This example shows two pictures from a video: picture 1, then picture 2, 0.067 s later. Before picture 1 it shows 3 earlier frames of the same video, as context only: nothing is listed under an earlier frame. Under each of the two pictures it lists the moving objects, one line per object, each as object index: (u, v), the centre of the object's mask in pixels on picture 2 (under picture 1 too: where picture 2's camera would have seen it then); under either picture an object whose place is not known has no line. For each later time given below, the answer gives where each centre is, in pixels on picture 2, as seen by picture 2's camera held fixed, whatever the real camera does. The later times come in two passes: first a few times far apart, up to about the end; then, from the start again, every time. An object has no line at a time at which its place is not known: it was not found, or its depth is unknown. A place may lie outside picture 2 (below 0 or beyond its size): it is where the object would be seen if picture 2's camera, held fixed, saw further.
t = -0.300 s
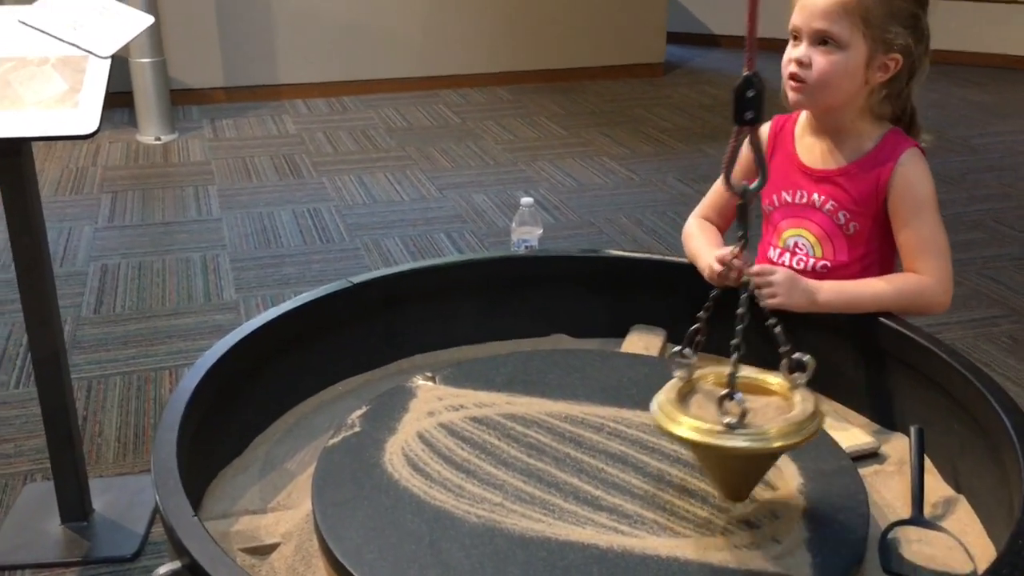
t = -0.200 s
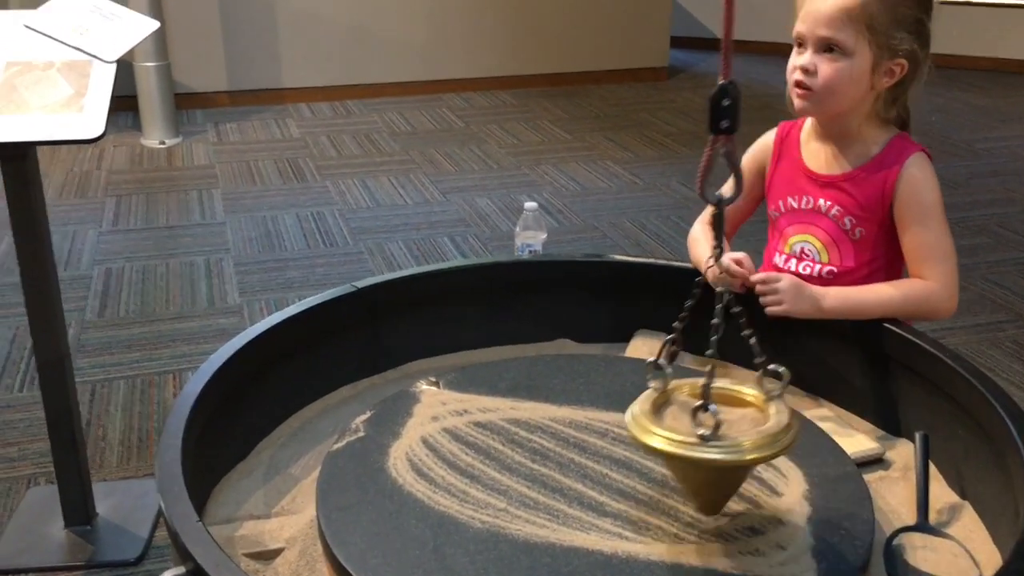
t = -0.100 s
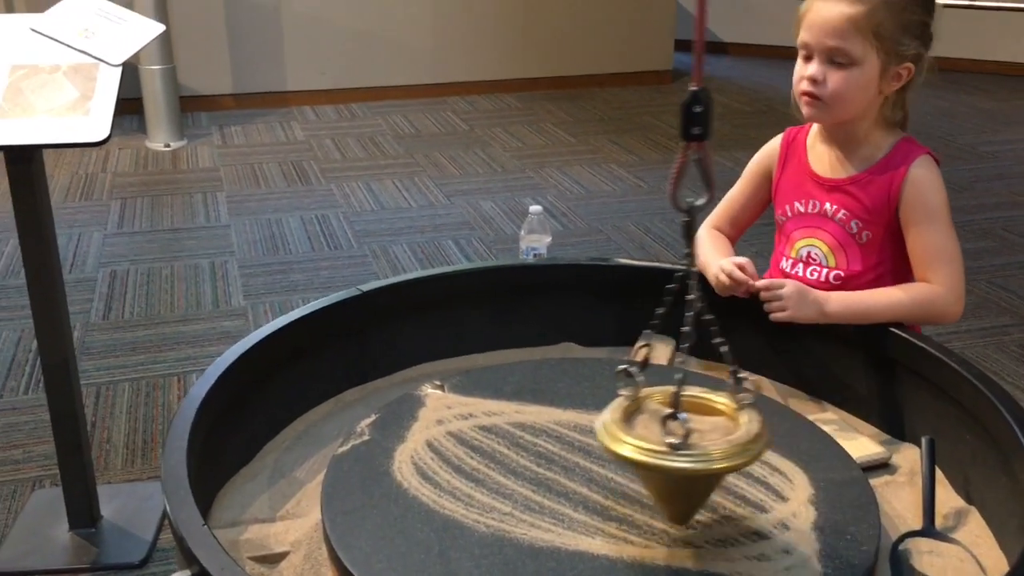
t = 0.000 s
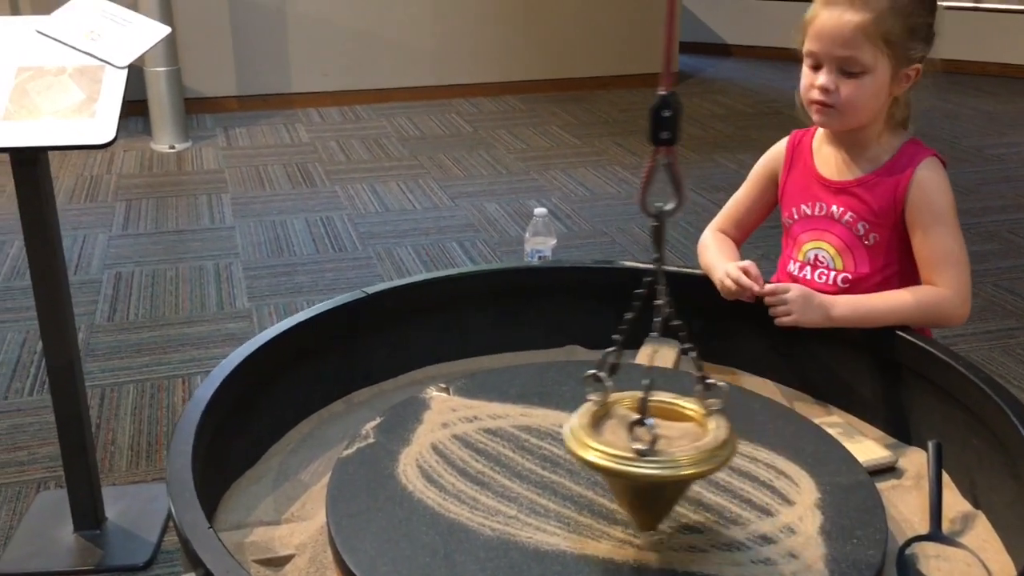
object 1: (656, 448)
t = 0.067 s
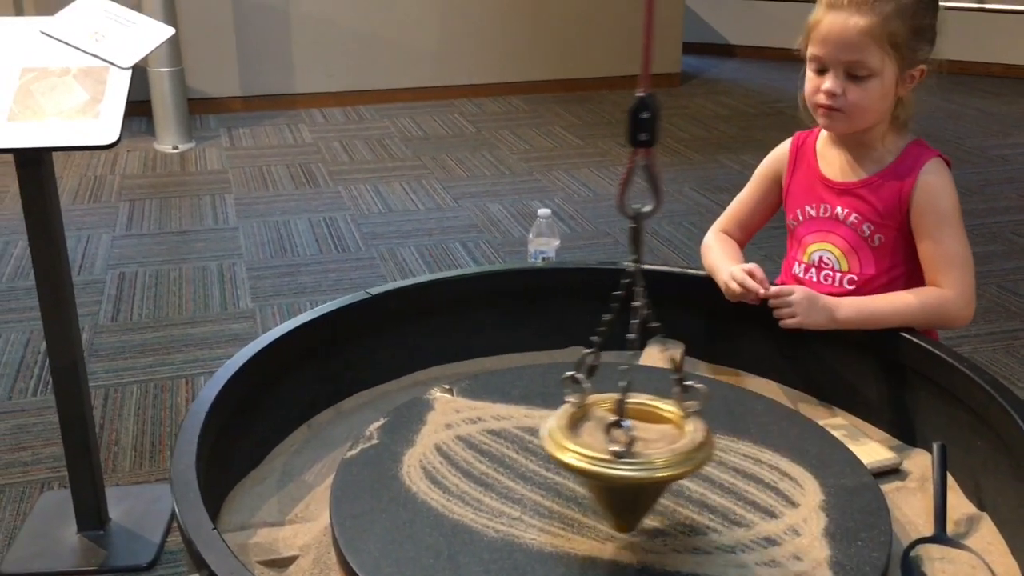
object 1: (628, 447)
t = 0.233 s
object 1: (562, 444)
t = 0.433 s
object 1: (489, 433)
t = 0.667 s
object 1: (429, 416)
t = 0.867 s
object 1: (406, 399)
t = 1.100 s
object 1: (411, 381)
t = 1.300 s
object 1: (442, 369)
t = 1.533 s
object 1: (501, 359)
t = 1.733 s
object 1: (565, 355)
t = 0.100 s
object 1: (615, 447)
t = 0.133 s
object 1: (602, 446)
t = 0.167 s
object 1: (588, 446)
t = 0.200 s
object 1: (574, 445)
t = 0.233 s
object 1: (562, 444)
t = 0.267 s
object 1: (549, 443)
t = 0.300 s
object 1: (536, 441)
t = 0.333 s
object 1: (522, 439)
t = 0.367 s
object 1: (511, 437)
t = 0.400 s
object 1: (500, 436)
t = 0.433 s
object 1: (489, 433)
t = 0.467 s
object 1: (478, 431)
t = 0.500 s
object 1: (469, 428)
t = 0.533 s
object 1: (459, 426)
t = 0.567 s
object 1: (451, 424)
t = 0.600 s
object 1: (442, 422)
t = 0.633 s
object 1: (435, 419)
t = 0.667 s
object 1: (429, 416)
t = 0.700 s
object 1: (423, 413)
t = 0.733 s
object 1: (418, 410)
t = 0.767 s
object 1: (414, 407)
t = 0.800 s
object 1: (411, 404)
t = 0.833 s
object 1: (408, 402)
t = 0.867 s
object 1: (406, 399)
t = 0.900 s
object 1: (405, 396)
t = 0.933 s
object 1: (403, 394)
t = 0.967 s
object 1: (404, 391)
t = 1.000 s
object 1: (404, 390)
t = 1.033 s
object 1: (406, 386)
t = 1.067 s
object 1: (409, 383)
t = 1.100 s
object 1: (411, 381)
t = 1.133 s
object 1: (415, 378)
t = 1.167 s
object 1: (419, 378)
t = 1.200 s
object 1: (424, 375)
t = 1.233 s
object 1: (429, 373)
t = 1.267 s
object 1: (435, 371)
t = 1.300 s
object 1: (442, 369)
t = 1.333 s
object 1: (449, 368)
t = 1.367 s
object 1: (457, 367)
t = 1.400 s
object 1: (465, 364)
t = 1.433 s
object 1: (473, 363)
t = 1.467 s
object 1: (481, 361)
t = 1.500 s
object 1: (491, 361)
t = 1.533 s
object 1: (501, 359)
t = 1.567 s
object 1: (512, 358)
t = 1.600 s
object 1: (522, 357)
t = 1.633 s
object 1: (533, 356)
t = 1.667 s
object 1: (544, 356)
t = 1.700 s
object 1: (554, 355)
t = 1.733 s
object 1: (565, 355)
